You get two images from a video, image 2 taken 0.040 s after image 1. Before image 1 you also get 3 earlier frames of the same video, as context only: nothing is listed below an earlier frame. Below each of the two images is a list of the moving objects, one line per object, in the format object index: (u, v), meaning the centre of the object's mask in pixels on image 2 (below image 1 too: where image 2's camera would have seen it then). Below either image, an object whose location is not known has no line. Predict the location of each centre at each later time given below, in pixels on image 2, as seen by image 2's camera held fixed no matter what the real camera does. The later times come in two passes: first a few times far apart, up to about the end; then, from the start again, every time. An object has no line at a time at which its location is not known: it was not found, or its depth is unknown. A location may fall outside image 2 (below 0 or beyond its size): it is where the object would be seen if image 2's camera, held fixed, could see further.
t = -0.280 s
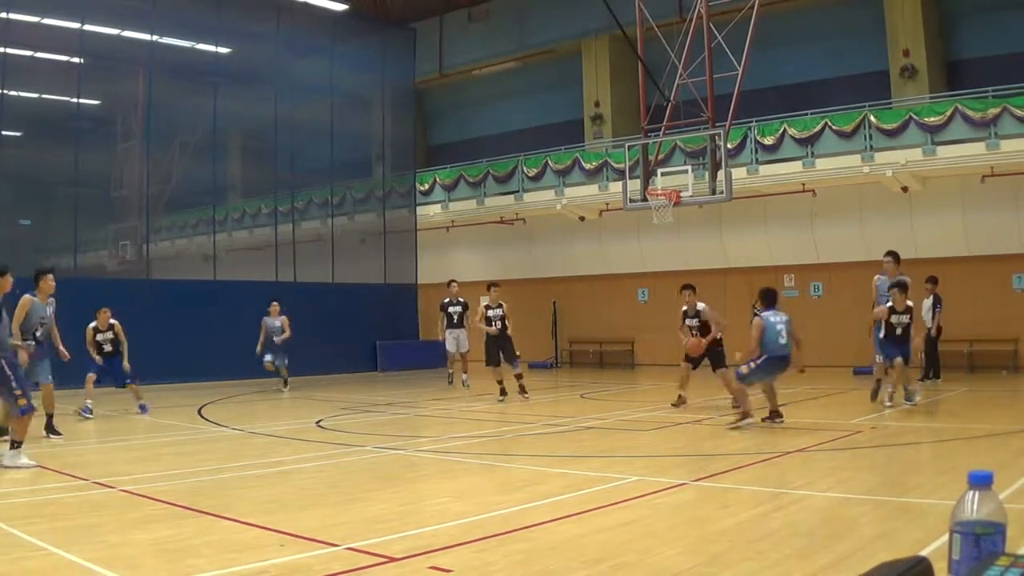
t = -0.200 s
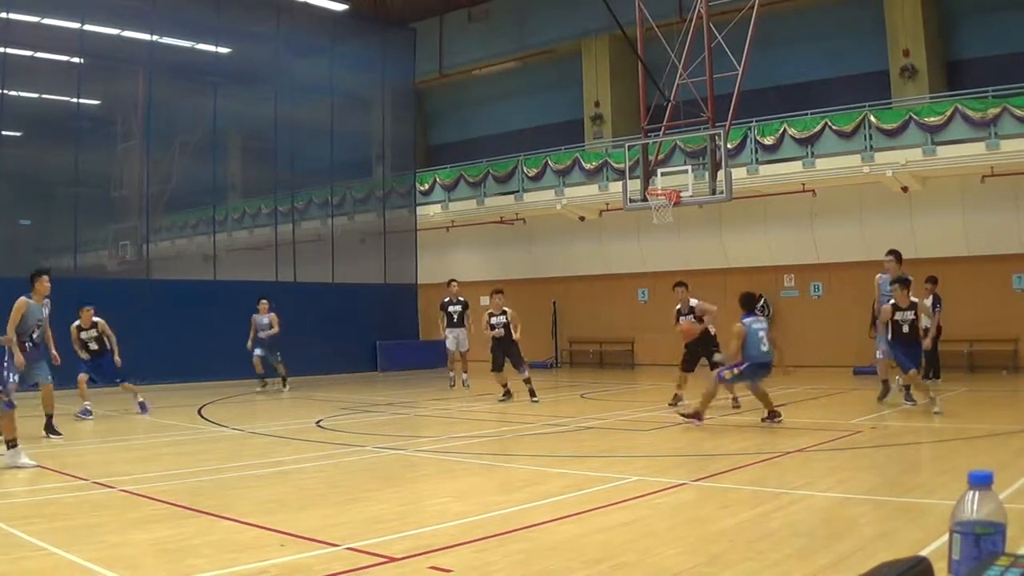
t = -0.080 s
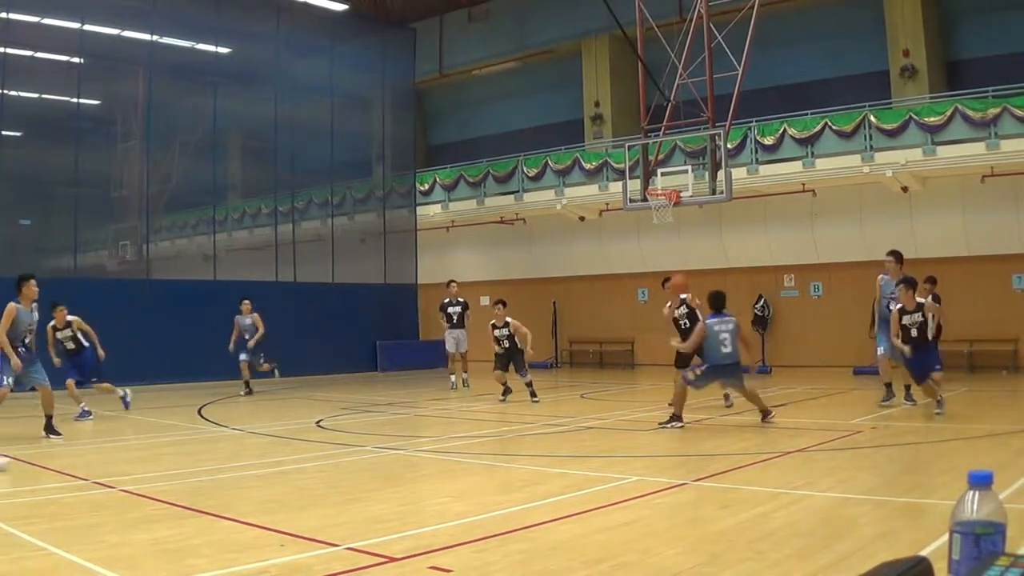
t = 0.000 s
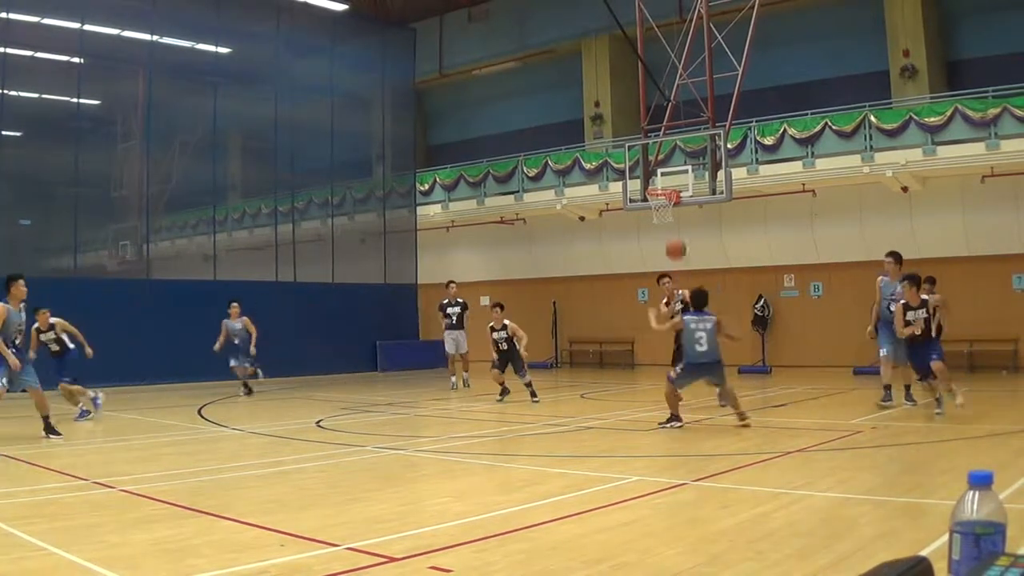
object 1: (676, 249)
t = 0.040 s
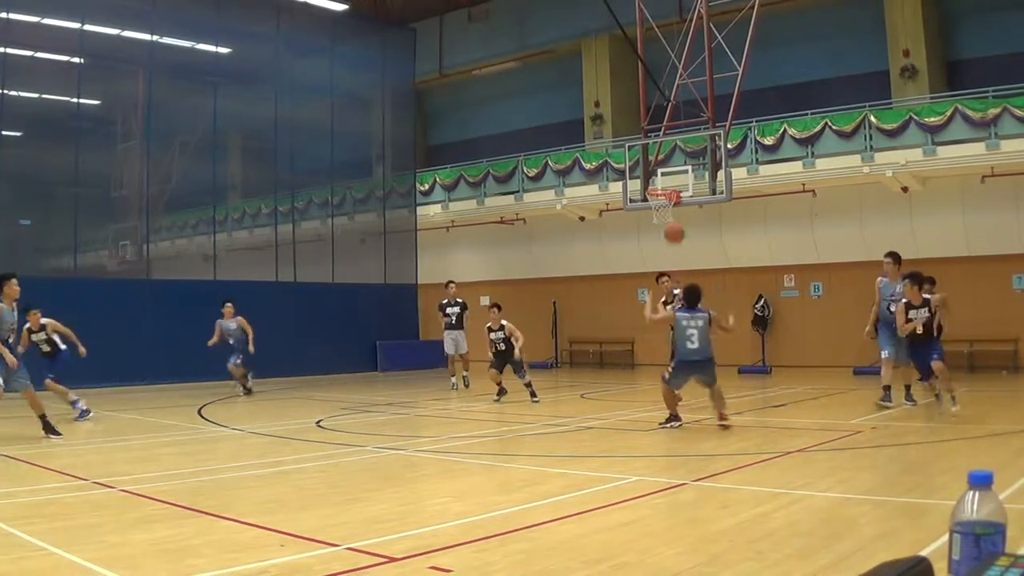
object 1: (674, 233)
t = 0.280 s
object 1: (661, 150)
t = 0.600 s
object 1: (644, 103)
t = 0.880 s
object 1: (623, 155)
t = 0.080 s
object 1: (673, 217)
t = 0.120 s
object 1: (670, 200)
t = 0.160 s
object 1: (668, 186)
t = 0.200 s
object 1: (666, 174)
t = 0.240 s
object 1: (664, 161)
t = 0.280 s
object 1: (661, 150)
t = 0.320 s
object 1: (660, 139)
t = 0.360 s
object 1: (658, 130)
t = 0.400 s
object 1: (655, 122)
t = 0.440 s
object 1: (652, 115)
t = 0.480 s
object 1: (651, 110)
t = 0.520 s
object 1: (649, 106)
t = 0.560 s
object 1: (646, 103)
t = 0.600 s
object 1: (644, 103)
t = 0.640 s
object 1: (640, 103)
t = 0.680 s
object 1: (638, 106)
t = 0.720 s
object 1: (635, 111)
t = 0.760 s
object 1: (632, 118)
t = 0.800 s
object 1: (628, 127)
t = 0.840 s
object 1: (626, 139)
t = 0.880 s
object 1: (623, 155)
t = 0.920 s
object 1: (620, 175)
